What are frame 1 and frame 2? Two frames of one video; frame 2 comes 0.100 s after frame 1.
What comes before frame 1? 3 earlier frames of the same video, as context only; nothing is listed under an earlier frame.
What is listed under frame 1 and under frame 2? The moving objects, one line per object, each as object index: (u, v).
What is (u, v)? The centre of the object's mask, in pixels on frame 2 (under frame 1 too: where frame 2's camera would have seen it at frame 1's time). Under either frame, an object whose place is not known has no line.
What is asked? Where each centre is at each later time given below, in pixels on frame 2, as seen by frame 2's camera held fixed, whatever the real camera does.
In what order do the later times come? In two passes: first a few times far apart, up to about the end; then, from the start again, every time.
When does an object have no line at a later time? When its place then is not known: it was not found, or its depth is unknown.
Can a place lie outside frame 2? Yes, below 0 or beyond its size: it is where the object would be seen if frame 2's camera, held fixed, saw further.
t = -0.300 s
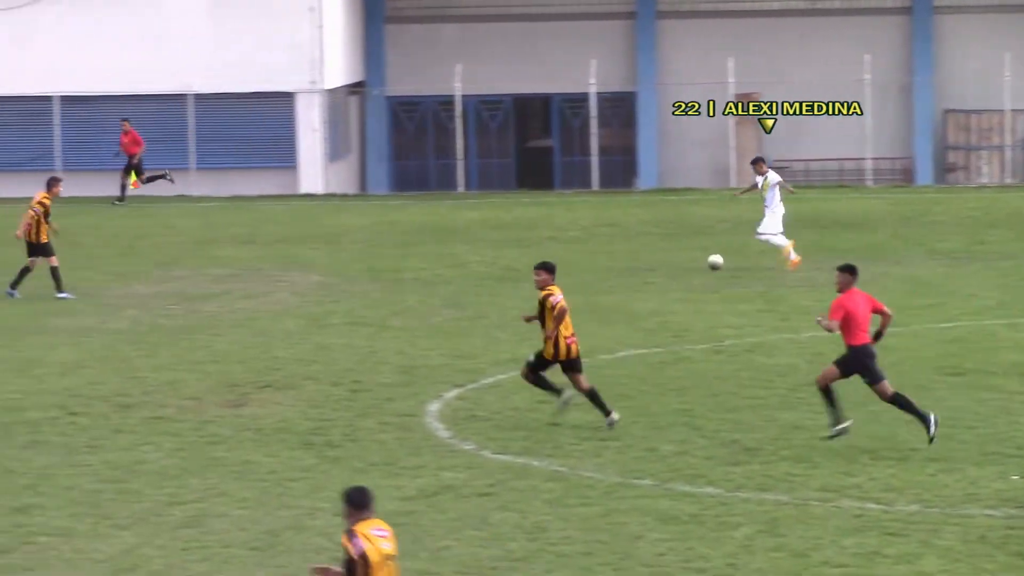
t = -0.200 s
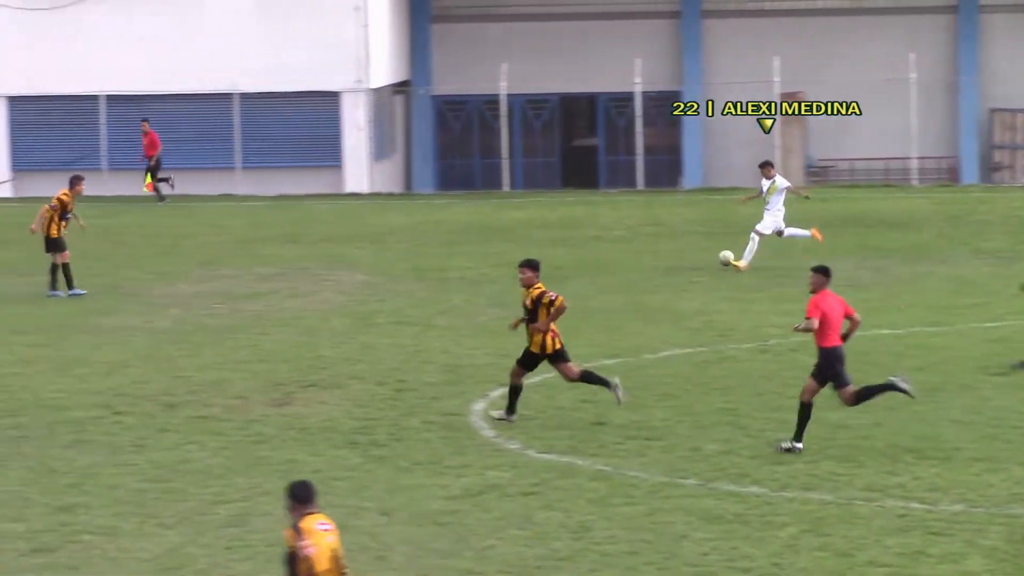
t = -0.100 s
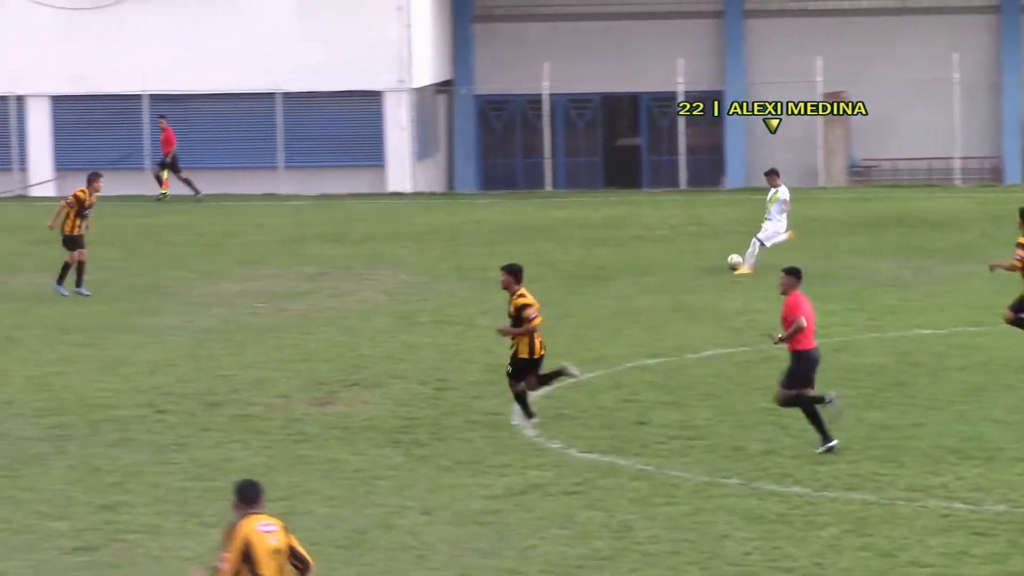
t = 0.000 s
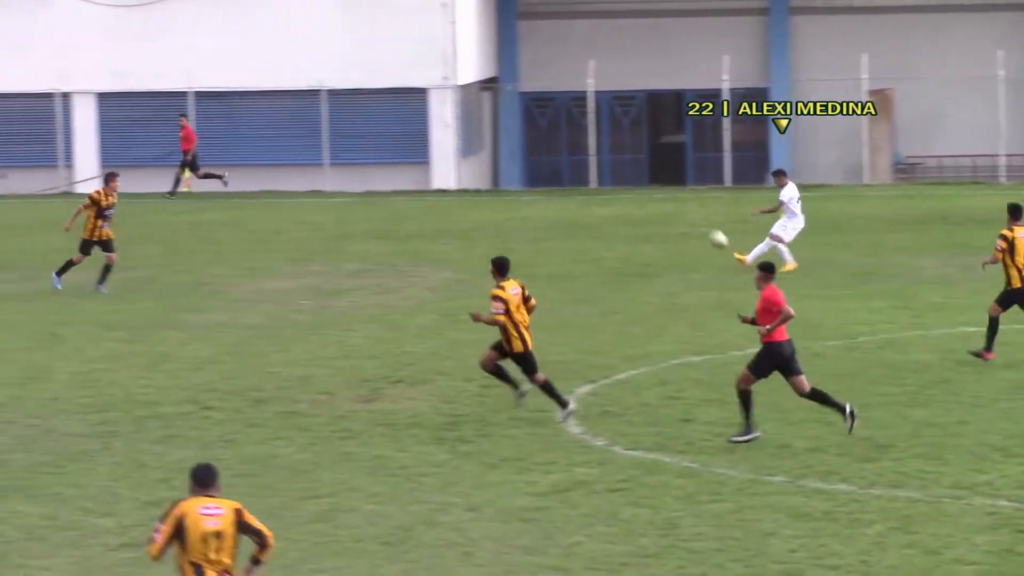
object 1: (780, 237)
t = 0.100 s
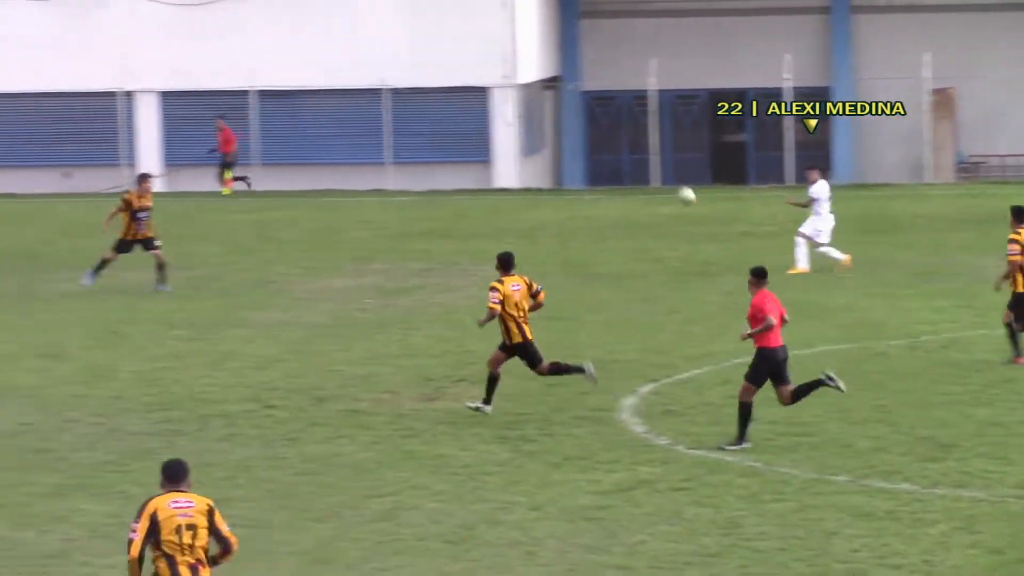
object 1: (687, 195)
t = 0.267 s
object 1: (524, 133)
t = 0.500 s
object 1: (278, 60)
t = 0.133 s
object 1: (654, 182)
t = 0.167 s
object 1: (621, 170)
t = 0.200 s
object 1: (588, 157)
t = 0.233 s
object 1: (557, 144)
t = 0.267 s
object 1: (524, 133)
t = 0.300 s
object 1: (489, 121)
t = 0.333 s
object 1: (455, 109)
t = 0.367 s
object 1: (421, 97)
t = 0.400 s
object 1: (387, 88)
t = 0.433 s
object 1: (351, 79)
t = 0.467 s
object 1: (314, 69)
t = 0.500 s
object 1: (278, 60)
